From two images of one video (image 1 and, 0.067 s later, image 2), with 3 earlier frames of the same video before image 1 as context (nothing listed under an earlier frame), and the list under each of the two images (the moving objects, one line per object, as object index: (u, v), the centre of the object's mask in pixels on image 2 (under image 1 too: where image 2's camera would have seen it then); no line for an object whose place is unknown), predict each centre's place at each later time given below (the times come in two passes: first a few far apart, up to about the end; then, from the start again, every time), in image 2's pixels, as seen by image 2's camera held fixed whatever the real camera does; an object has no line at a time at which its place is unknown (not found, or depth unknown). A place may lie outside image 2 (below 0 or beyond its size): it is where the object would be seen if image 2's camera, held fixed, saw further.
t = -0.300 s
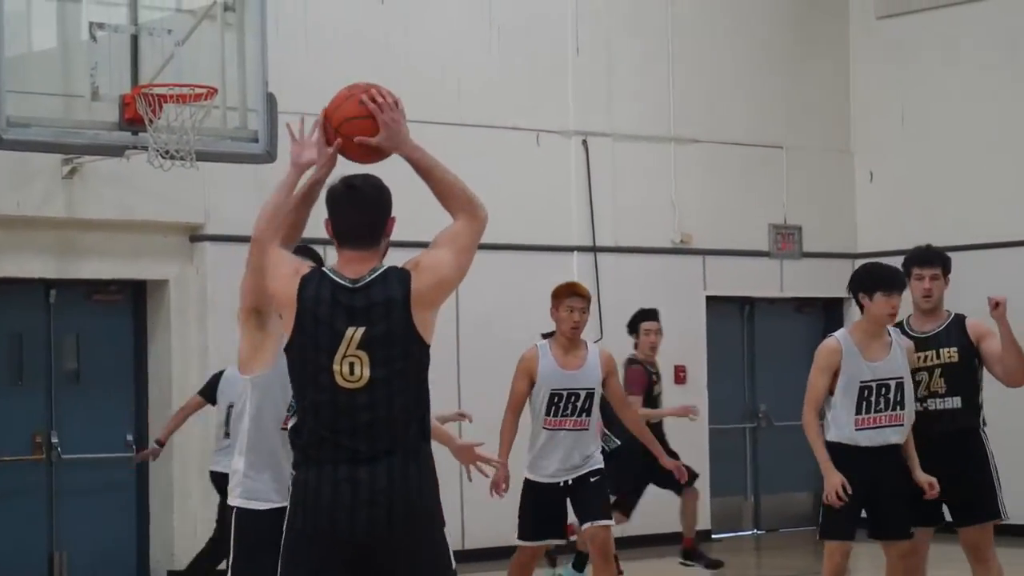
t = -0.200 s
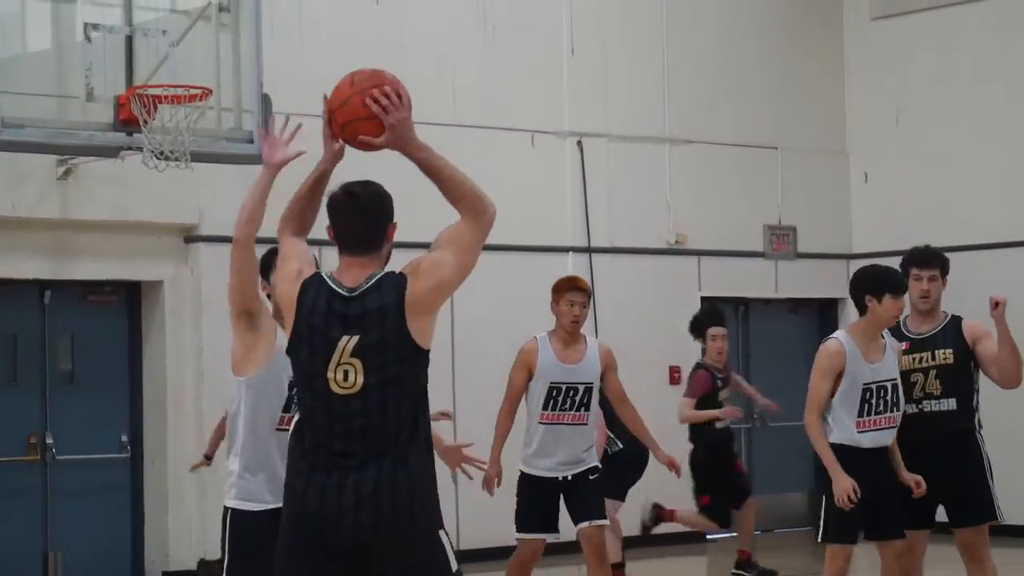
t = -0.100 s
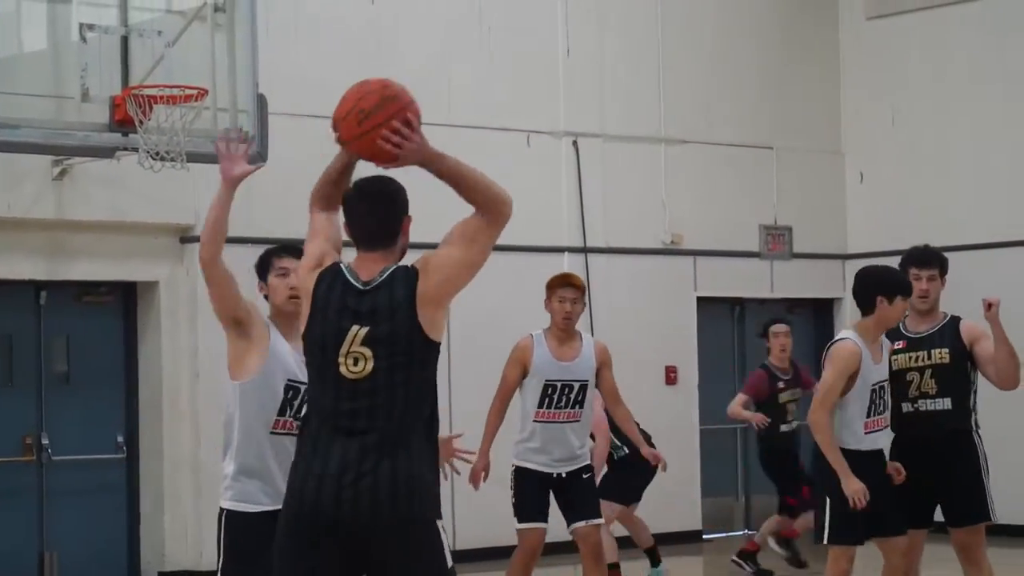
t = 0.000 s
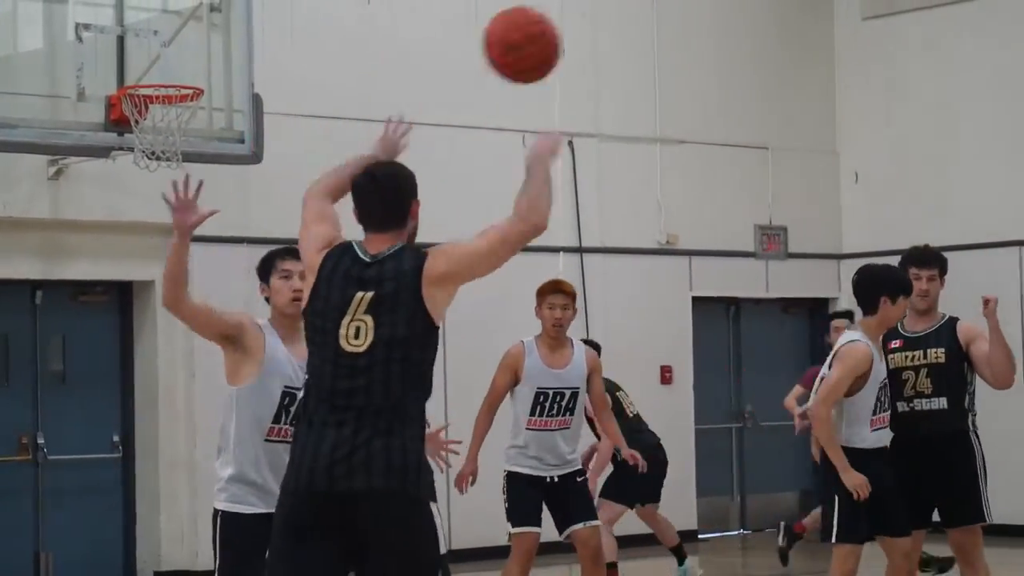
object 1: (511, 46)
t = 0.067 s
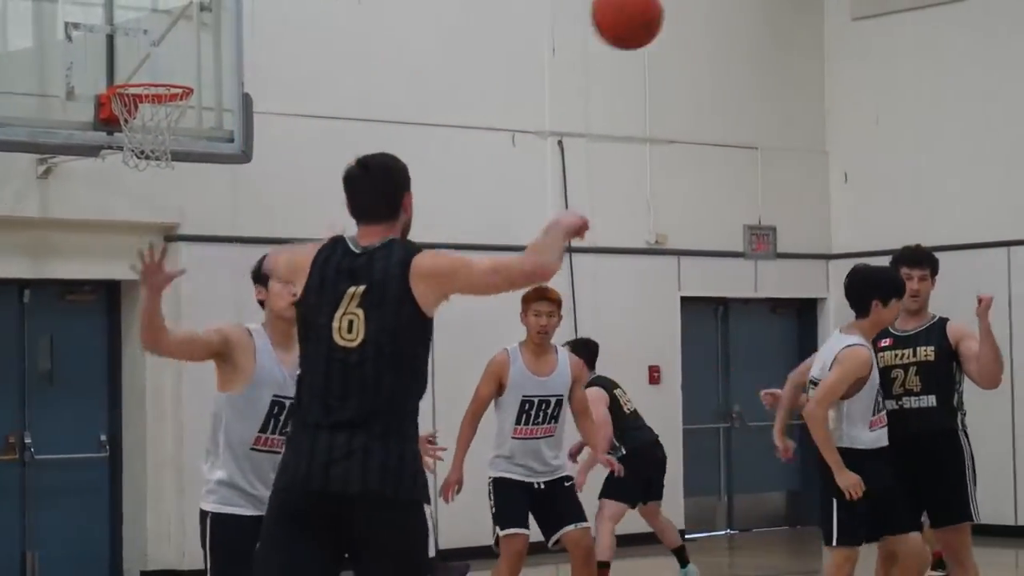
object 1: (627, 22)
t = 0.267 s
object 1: (892, 7)
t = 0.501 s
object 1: (1110, 71)
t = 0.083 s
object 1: (654, 19)
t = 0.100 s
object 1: (678, 17)
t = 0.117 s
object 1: (703, 15)
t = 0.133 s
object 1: (726, 13)
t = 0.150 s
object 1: (749, 12)
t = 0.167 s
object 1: (771, 11)
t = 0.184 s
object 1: (792, 10)
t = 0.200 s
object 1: (813, 9)
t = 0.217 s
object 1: (833, 9)
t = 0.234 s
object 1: (853, 8)
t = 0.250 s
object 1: (873, 8)
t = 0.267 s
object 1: (892, 7)
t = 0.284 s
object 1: (910, 8)
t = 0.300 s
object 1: (930, 8)
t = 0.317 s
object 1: (946, 13)
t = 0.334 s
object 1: (961, 15)
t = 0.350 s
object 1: (977, 17)
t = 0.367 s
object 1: (993, 19)
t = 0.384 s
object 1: (1009, 22)
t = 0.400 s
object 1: (1024, 27)
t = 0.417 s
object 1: (1039, 33)
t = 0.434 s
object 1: (1054, 39)
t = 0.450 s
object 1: (1069, 46)
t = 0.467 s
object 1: (1083, 54)
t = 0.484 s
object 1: (1096, 63)
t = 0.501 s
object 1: (1110, 71)
